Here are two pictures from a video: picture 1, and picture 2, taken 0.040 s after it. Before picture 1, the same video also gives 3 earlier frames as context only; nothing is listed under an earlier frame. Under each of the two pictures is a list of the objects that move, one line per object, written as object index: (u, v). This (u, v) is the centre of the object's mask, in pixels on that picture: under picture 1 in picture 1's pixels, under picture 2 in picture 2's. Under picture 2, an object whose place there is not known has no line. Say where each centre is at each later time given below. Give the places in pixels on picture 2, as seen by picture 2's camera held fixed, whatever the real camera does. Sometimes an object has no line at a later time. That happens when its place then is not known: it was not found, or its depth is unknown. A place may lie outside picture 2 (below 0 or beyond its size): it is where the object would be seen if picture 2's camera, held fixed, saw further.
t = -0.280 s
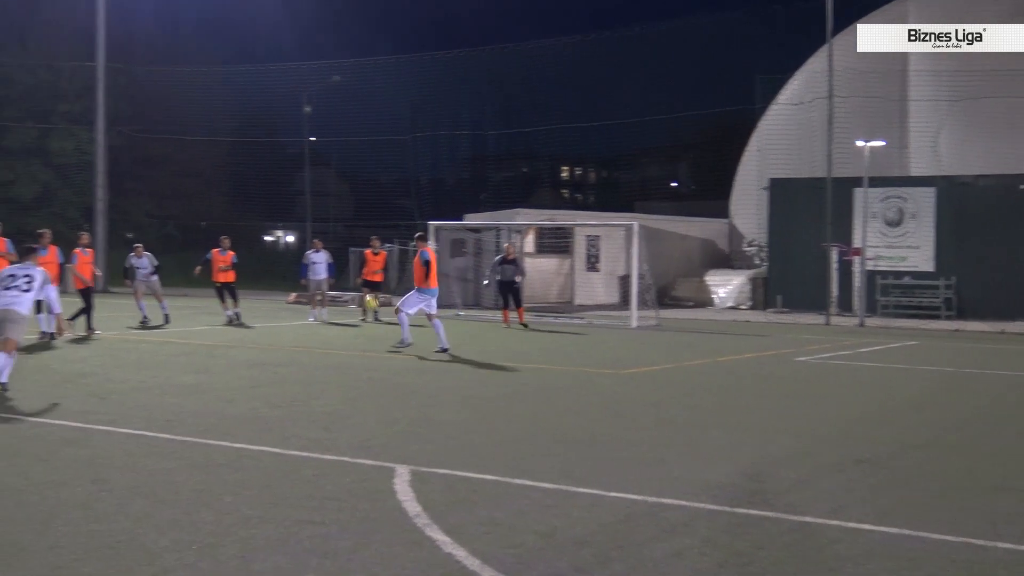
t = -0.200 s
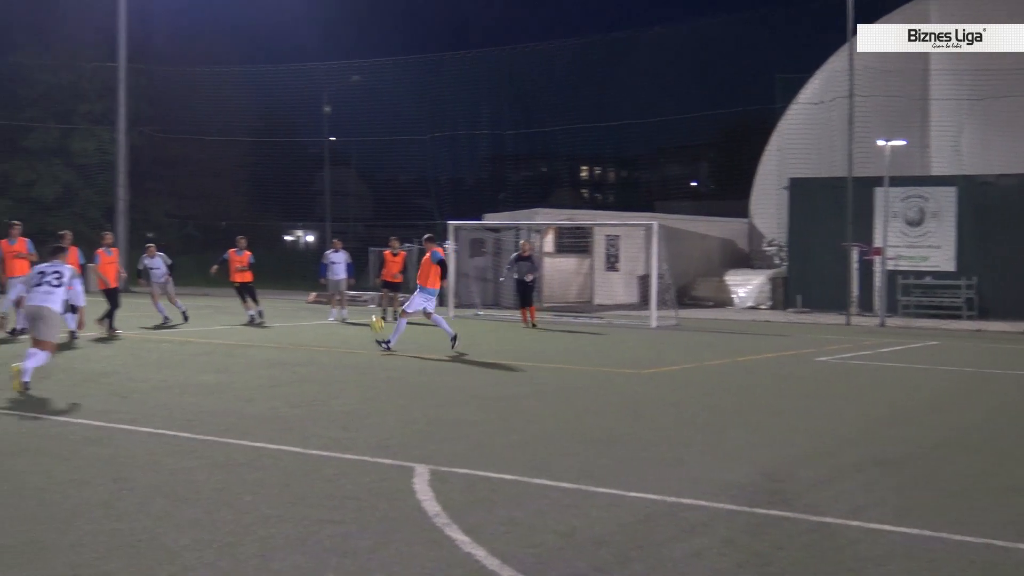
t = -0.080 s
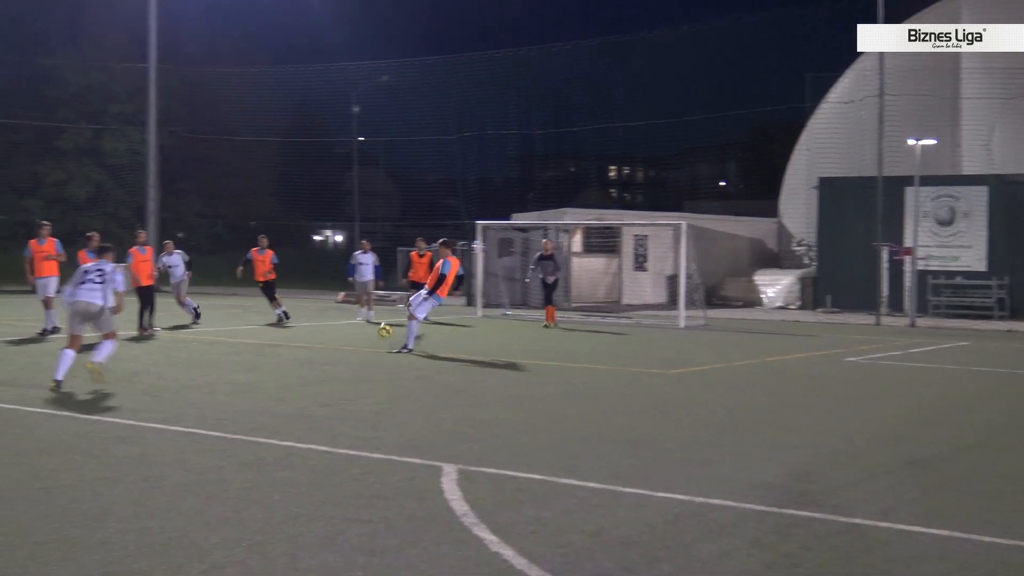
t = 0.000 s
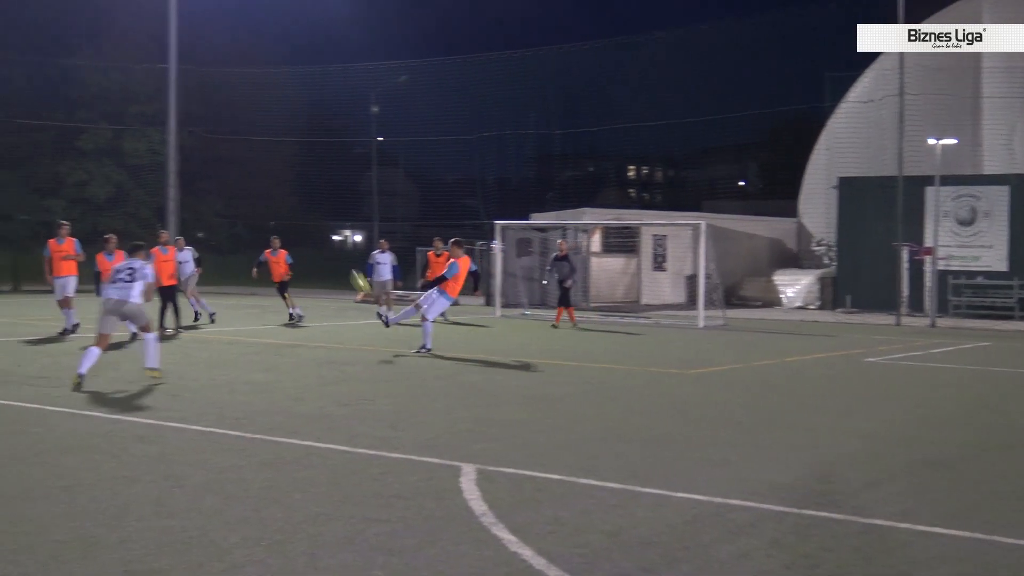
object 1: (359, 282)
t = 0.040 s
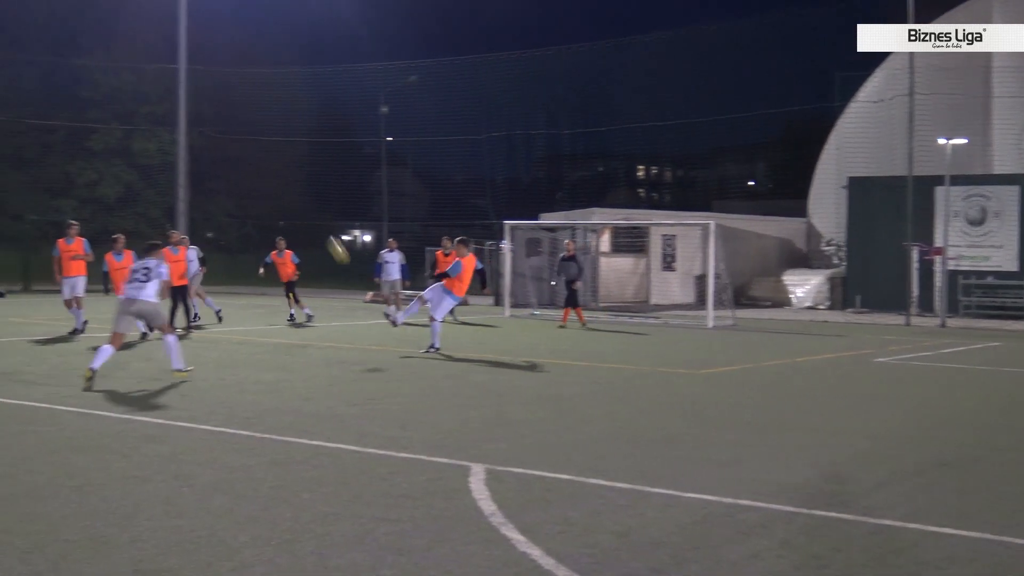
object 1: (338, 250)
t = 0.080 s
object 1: (308, 218)
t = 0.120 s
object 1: (278, 186)
